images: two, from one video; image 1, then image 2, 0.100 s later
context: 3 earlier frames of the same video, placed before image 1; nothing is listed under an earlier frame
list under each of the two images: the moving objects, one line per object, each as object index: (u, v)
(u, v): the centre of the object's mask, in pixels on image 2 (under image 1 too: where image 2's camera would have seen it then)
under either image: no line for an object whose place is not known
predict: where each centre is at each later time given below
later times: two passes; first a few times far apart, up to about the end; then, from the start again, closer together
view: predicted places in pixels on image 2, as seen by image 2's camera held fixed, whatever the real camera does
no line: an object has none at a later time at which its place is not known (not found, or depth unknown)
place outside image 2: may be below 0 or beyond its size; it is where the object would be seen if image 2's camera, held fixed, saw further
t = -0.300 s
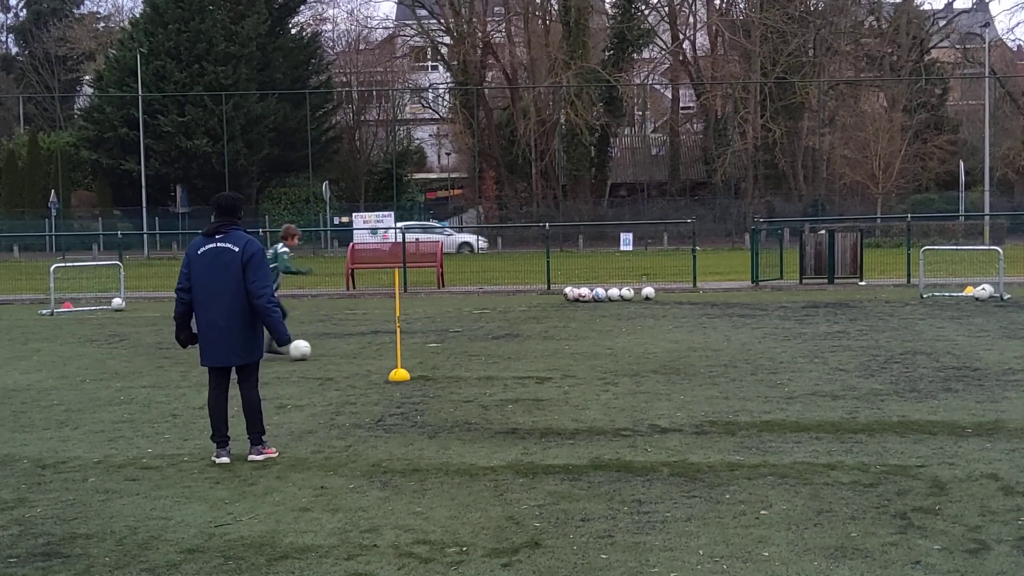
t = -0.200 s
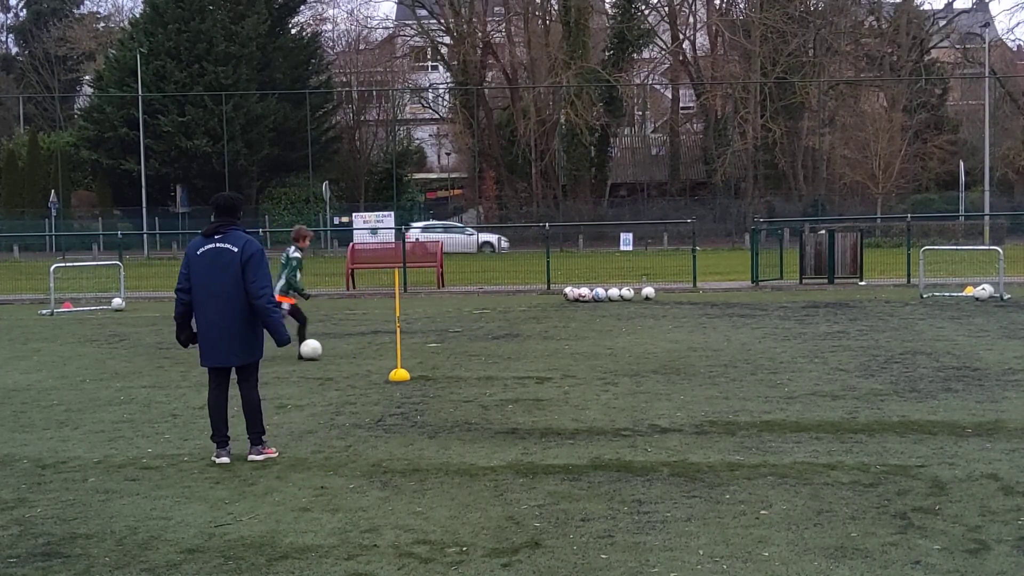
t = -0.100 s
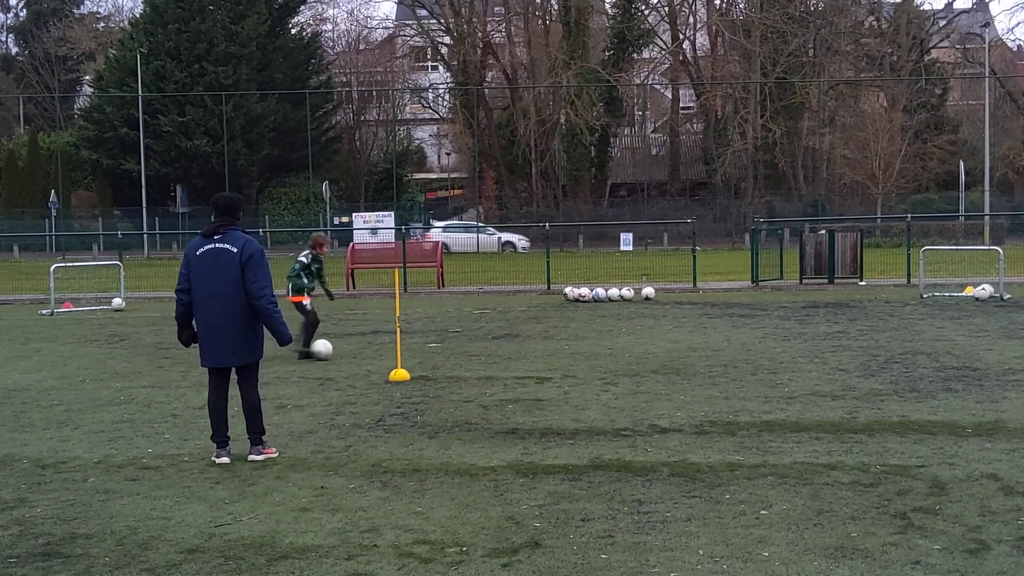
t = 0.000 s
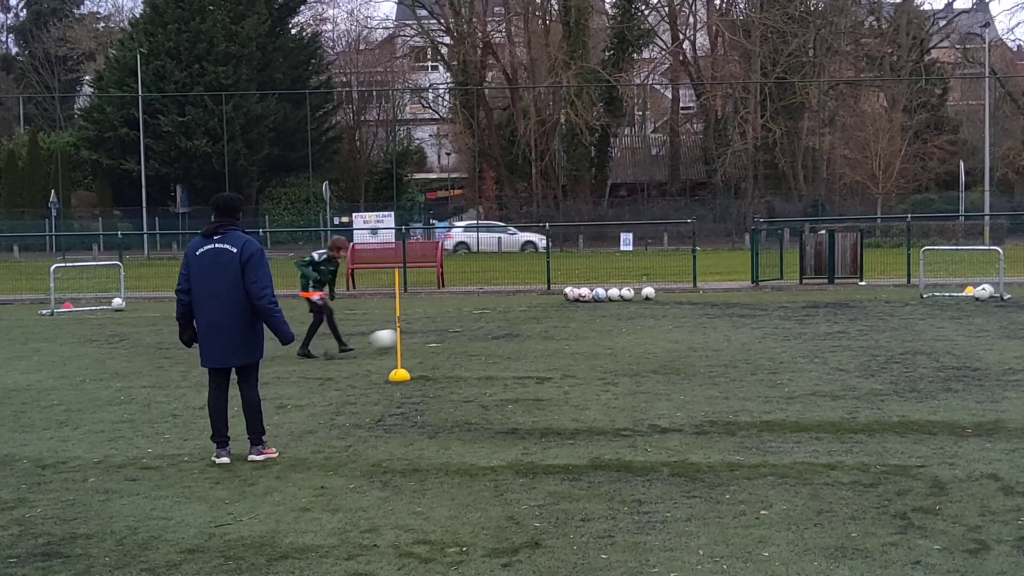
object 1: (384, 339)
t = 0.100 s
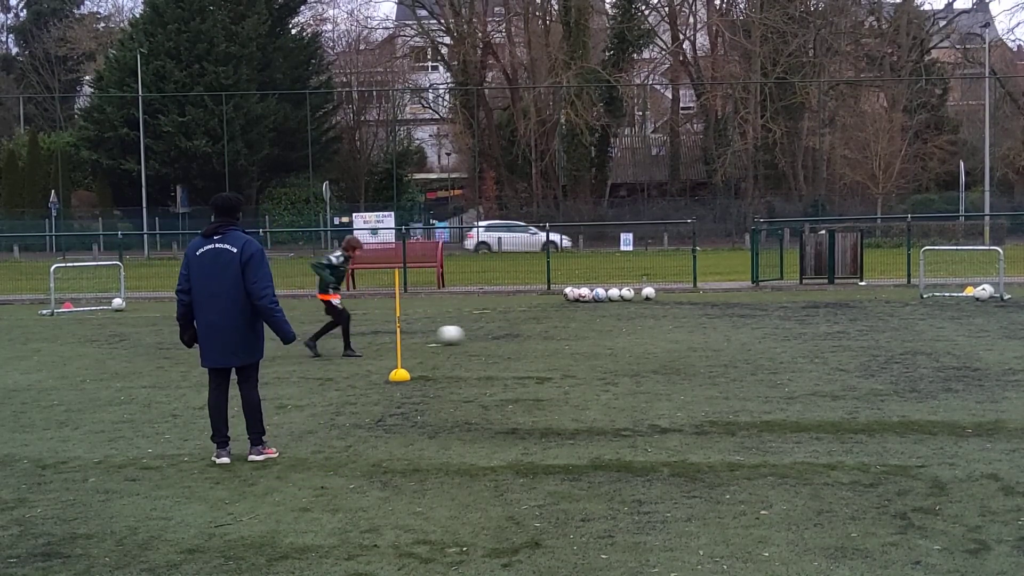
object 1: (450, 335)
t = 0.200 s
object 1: (505, 329)
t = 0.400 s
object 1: (591, 318)
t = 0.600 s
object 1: (662, 313)
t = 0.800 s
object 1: (723, 306)
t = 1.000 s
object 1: (778, 299)
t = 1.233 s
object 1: (833, 294)
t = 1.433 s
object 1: (876, 289)
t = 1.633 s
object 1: (913, 286)
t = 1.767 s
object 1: (938, 283)
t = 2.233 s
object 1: (1020, 229)
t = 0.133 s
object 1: (469, 333)
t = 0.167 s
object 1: (488, 331)
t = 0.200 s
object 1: (505, 329)
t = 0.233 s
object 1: (522, 328)
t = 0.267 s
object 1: (536, 325)
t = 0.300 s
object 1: (550, 321)
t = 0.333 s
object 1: (564, 319)
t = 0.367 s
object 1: (578, 318)
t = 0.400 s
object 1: (591, 318)
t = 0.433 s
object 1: (604, 319)
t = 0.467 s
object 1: (616, 317)
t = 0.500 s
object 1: (628, 316)
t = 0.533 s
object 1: (639, 316)
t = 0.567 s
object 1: (651, 314)
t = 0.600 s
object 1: (662, 313)
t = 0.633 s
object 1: (672, 311)
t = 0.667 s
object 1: (682, 310)
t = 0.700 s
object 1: (693, 310)
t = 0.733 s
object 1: (703, 308)
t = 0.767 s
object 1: (713, 306)
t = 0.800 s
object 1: (723, 306)
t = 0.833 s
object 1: (732, 306)
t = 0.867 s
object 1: (742, 304)
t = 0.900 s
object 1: (751, 303)
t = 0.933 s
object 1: (760, 303)
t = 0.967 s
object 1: (769, 300)
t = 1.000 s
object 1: (778, 299)
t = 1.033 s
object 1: (786, 298)
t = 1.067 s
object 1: (794, 299)
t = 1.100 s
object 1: (802, 298)
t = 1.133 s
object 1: (811, 296)
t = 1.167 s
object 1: (818, 295)
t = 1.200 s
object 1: (826, 295)
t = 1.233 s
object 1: (833, 294)
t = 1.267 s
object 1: (841, 294)
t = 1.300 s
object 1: (848, 293)
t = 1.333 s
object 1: (855, 291)
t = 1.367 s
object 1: (862, 290)
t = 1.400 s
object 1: (870, 290)
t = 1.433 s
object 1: (876, 289)
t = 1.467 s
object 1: (883, 288)
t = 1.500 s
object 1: (889, 288)
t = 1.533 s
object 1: (896, 288)
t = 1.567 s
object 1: (902, 287)
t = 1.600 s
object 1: (908, 286)
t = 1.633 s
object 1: (913, 286)
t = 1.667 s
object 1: (920, 284)
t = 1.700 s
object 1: (927, 284)
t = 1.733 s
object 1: (932, 284)
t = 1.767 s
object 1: (938, 283)
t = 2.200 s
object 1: (1017, 231)
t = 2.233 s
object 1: (1020, 229)
